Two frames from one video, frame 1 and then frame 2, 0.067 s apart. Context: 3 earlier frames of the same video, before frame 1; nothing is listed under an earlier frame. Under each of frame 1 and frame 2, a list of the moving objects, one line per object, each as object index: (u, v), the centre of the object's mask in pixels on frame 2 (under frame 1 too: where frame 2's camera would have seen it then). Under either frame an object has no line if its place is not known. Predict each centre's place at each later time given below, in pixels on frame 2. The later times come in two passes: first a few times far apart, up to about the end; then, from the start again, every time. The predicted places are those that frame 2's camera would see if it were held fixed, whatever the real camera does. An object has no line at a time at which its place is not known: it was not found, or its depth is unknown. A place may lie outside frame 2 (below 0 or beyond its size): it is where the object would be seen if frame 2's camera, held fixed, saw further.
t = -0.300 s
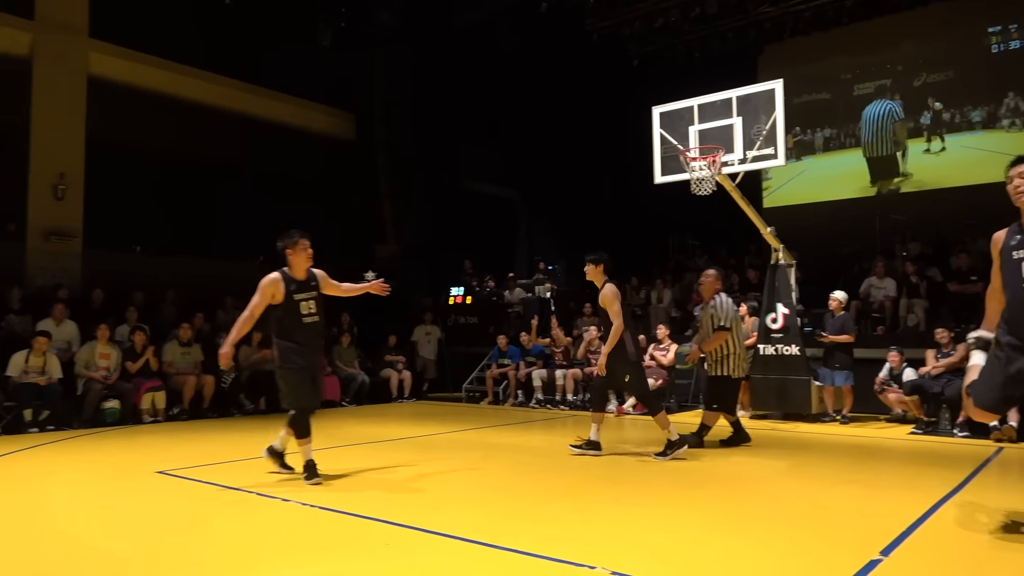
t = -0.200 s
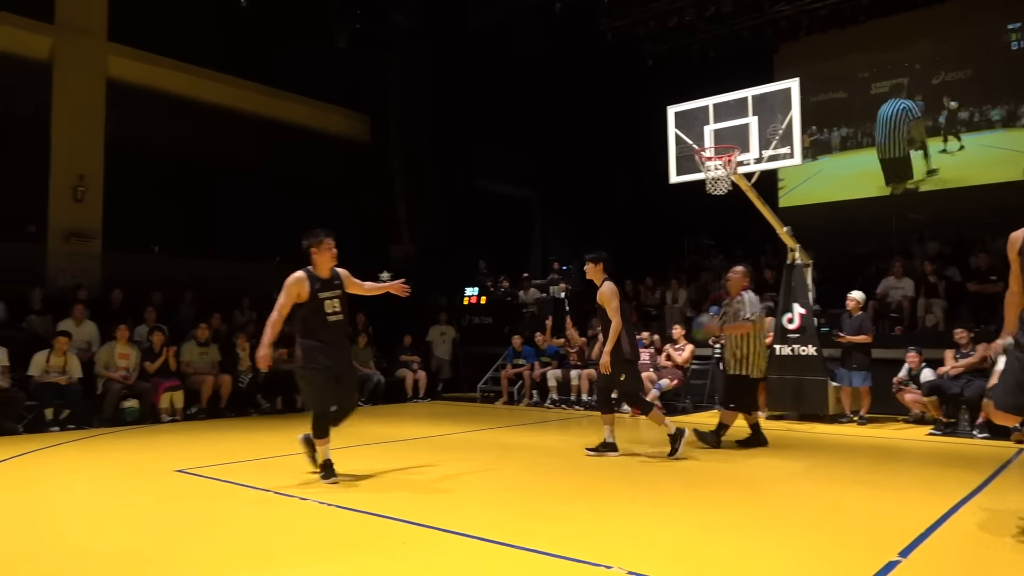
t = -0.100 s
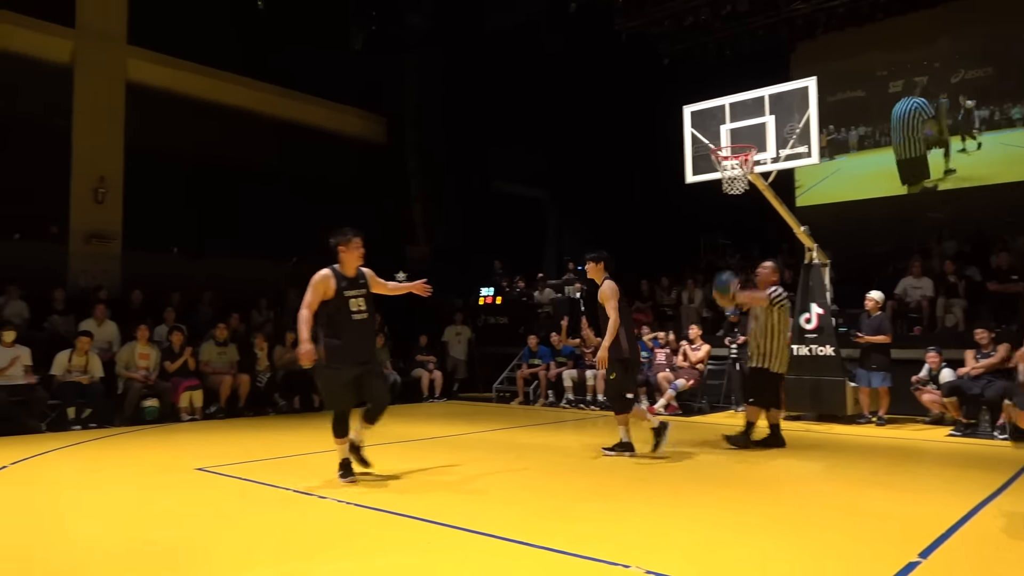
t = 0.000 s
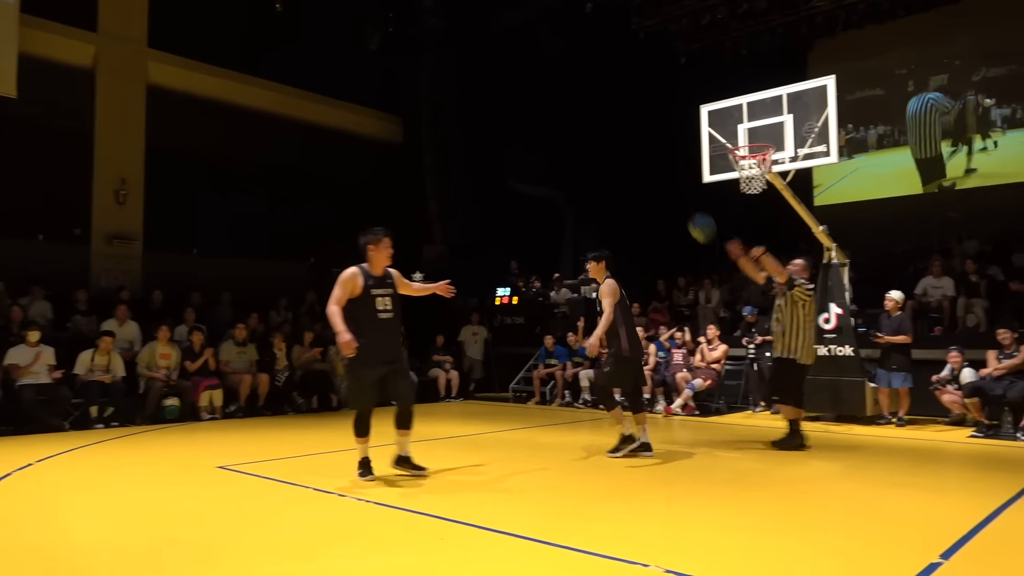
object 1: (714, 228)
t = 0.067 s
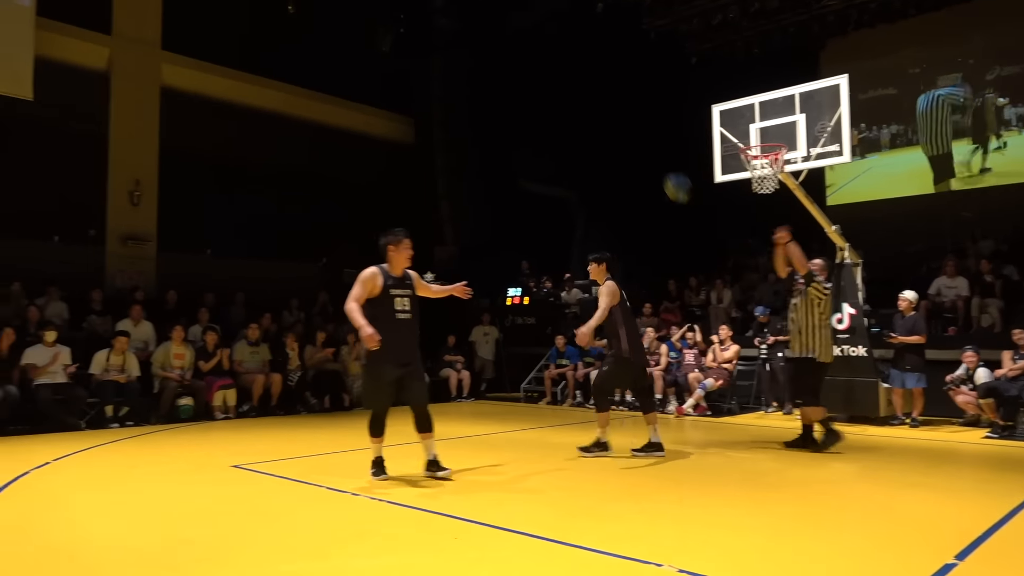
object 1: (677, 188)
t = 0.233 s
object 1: (587, 105)
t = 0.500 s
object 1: (426, 21)
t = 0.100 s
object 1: (660, 170)
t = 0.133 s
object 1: (642, 152)
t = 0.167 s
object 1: (623, 135)
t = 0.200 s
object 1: (605, 119)
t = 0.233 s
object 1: (587, 105)
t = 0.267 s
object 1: (568, 91)
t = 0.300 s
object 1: (548, 78)
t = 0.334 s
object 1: (528, 65)
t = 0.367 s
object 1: (508, 54)
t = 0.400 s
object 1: (489, 44)
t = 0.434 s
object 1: (468, 36)
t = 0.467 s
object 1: (447, 28)
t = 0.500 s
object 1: (426, 21)
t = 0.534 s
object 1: (404, 16)
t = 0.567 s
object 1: (382, 12)
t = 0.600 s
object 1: (361, 8)
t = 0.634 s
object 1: (337, 6)
